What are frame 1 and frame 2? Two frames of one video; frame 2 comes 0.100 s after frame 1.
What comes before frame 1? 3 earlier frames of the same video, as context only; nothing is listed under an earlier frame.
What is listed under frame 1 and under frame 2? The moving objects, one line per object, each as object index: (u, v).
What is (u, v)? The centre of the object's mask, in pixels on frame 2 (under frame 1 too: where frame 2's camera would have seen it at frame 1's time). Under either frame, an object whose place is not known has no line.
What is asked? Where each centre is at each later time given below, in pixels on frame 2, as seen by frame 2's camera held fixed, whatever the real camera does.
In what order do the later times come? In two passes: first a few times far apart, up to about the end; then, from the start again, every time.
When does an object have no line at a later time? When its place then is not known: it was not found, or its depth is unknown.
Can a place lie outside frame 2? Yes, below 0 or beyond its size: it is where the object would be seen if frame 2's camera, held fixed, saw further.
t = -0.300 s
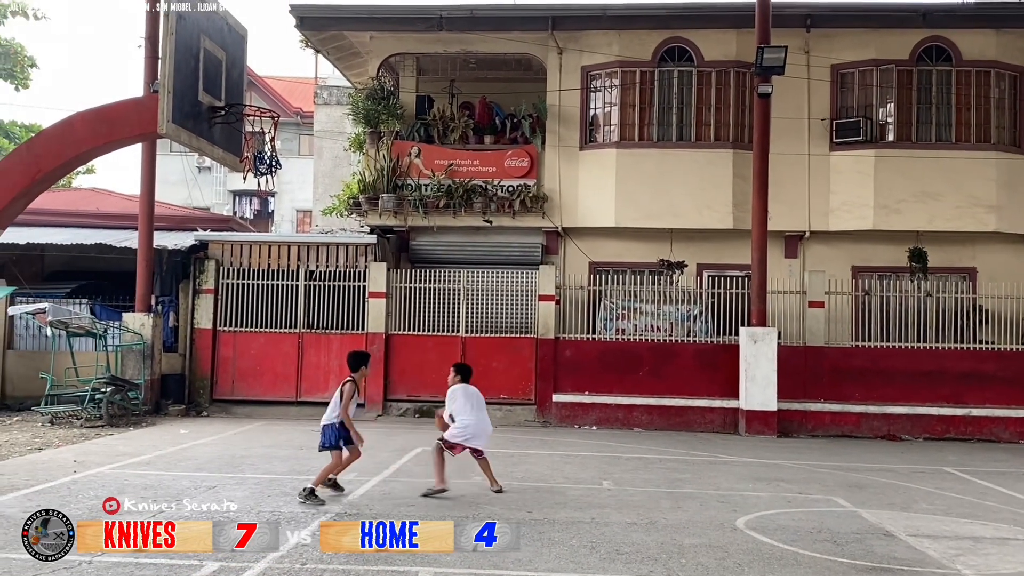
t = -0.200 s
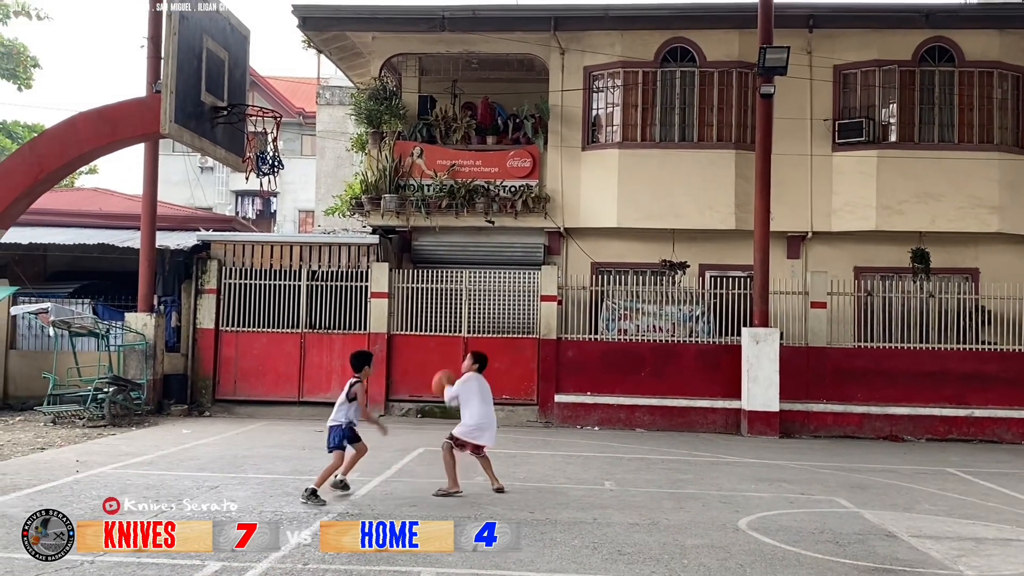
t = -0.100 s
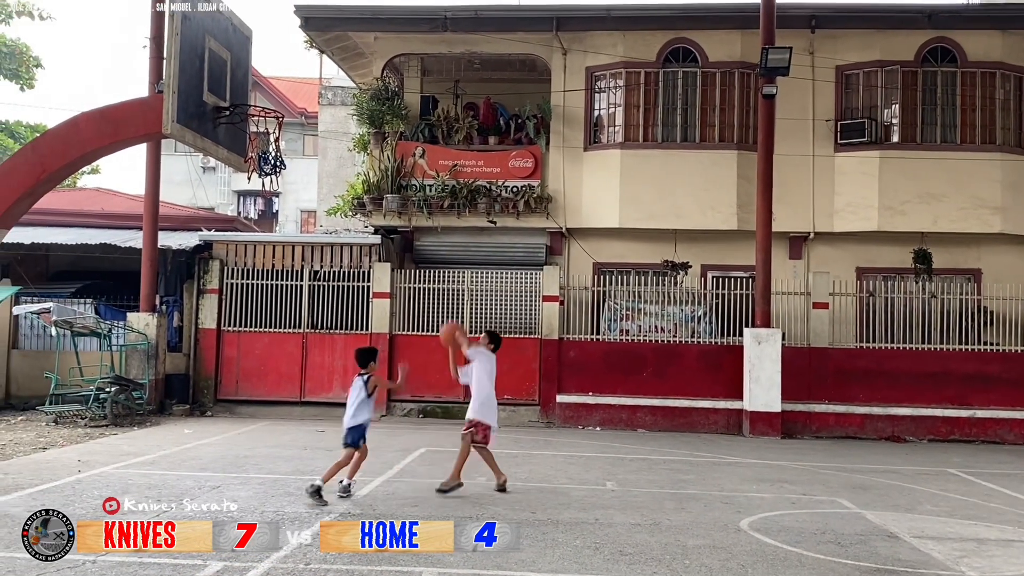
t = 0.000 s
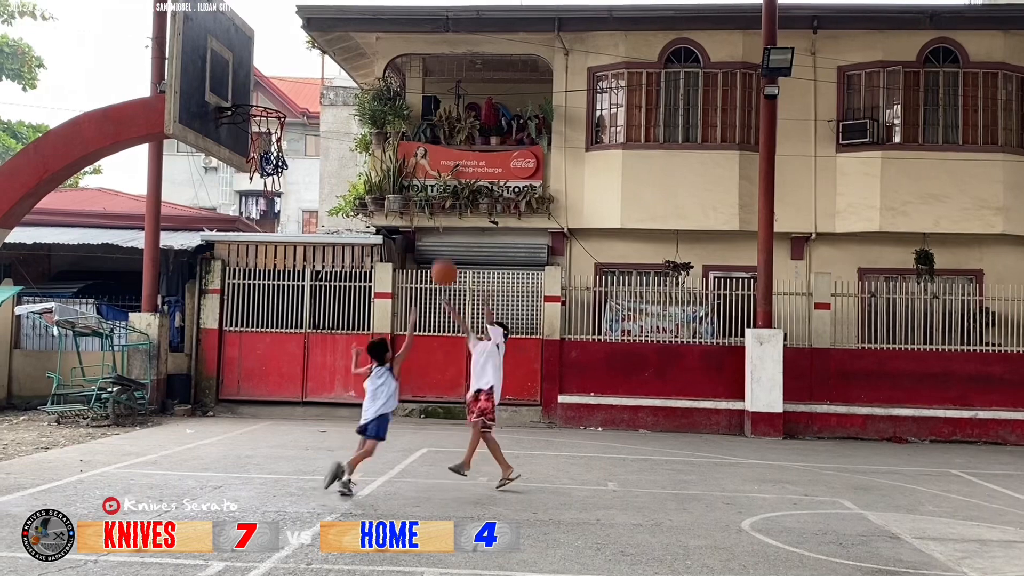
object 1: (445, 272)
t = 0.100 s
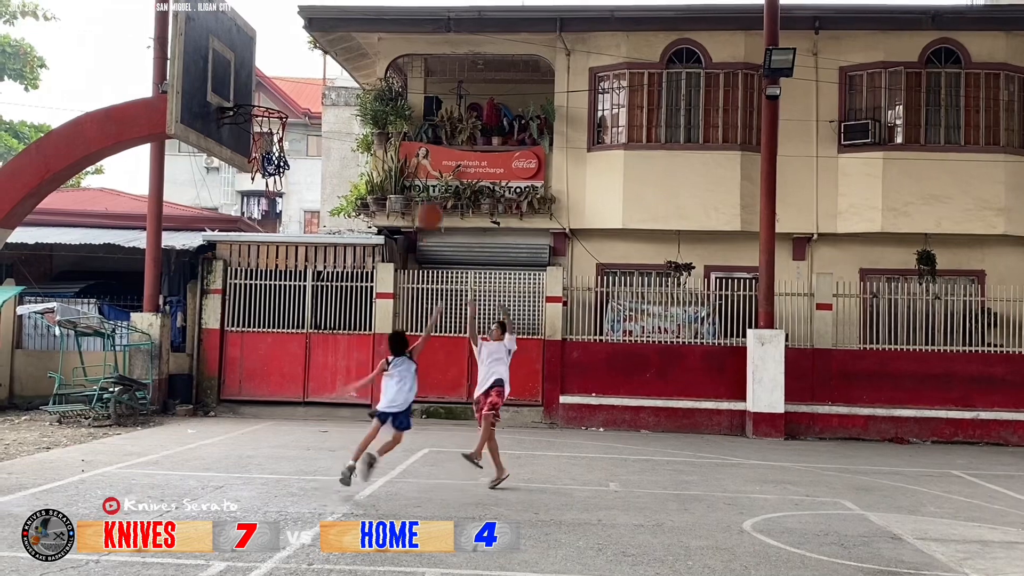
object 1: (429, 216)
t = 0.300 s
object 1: (393, 130)
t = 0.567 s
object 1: (340, 82)
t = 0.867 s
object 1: (305, 89)
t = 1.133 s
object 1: (344, 103)
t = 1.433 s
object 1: (385, 232)
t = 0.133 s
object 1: (423, 199)
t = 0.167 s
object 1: (417, 182)
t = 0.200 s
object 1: (411, 168)
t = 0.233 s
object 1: (406, 155)
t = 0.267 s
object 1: (400, 141)
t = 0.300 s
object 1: (393, 130)
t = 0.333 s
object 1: (387, 120)
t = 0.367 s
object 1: (382, 112)
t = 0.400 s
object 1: (375, 103)
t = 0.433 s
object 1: (368, 96)
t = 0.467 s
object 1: (361, 91)
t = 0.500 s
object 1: (354, 87)
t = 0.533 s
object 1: (347, 84)
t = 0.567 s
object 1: (340, 82)
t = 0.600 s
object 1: (333, 82)
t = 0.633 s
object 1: (325, 83)
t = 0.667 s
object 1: (318, 85)
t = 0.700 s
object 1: (310, 89)
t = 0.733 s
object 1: (302, 94)
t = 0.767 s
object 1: (294, 101)
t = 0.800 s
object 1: (295, 100)
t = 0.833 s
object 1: (300, 94)
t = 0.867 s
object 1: (305, 89)
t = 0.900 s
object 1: (310, 86)
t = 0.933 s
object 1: (314, 85)
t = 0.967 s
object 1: (319, 84)
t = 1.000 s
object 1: (324, 85)
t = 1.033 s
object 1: (329, 87)
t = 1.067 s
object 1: (334, 91)
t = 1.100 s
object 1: (339, 96)
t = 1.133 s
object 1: (344, 103)
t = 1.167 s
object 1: (348, 111)
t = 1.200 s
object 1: (353, 121)
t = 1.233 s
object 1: (358, 132)
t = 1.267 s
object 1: (363, 145)
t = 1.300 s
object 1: (367, 159)
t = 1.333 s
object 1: (372, 175)
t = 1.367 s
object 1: (376, 193)
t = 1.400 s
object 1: (380, 211)
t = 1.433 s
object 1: (385, 232)
